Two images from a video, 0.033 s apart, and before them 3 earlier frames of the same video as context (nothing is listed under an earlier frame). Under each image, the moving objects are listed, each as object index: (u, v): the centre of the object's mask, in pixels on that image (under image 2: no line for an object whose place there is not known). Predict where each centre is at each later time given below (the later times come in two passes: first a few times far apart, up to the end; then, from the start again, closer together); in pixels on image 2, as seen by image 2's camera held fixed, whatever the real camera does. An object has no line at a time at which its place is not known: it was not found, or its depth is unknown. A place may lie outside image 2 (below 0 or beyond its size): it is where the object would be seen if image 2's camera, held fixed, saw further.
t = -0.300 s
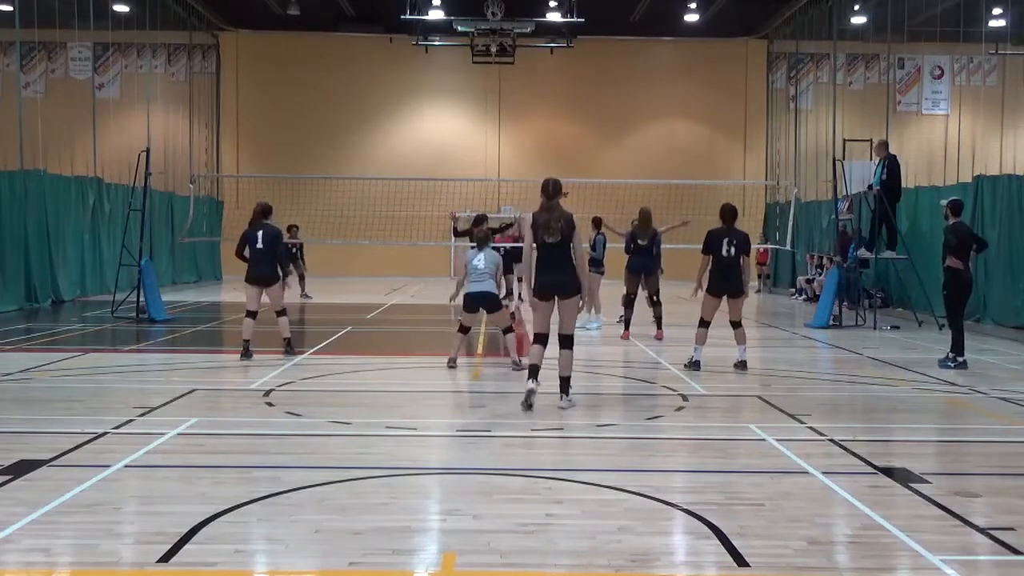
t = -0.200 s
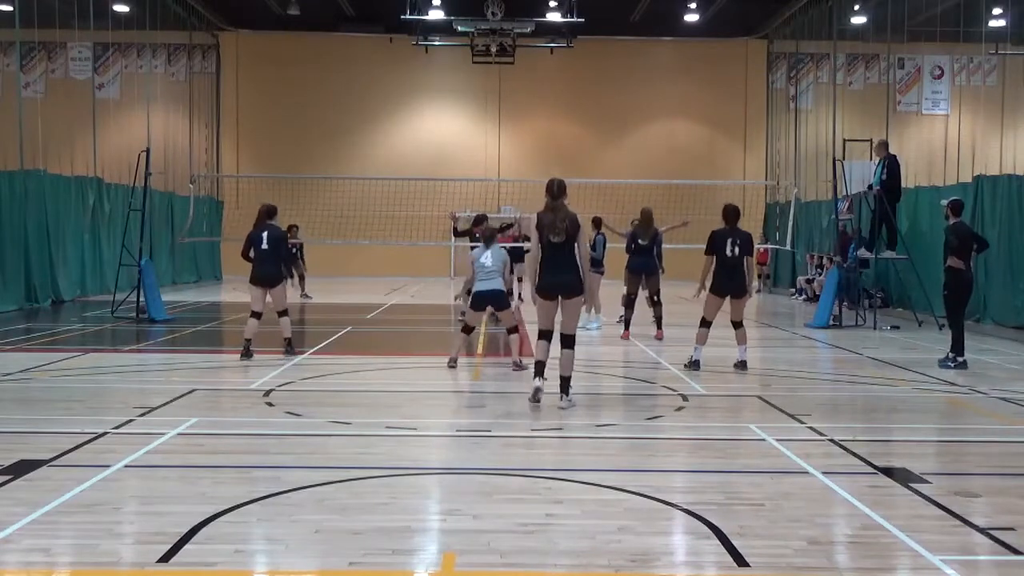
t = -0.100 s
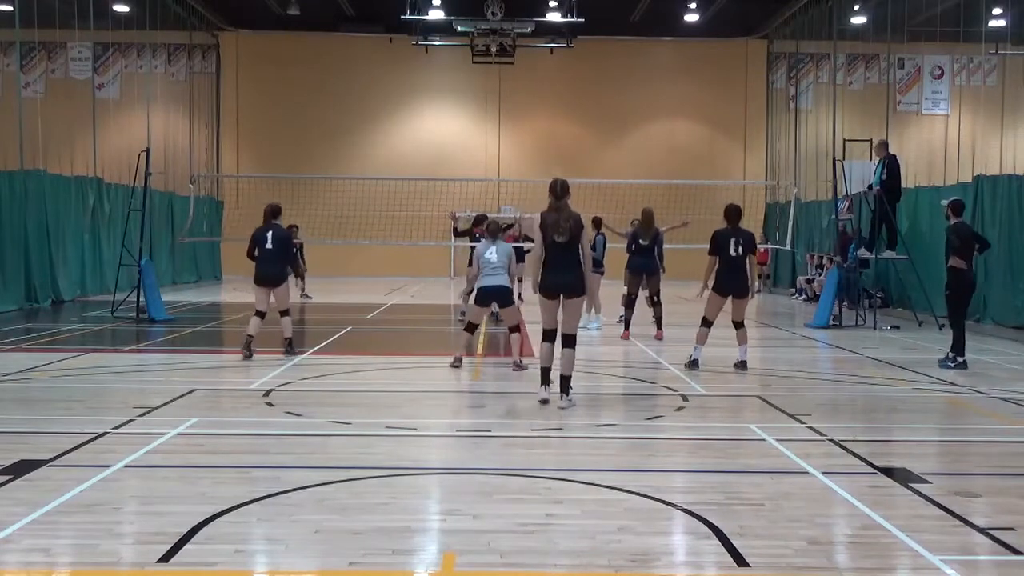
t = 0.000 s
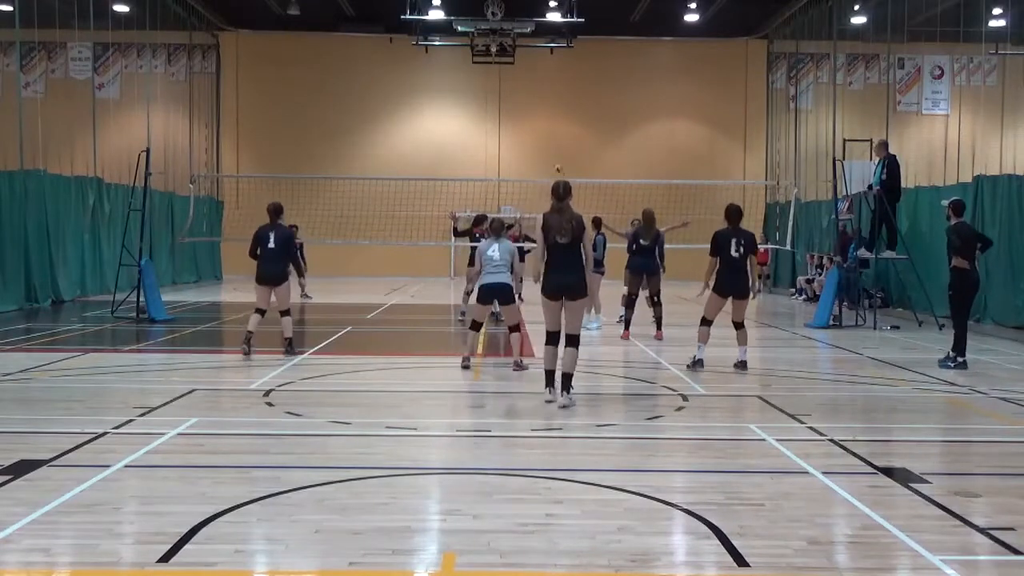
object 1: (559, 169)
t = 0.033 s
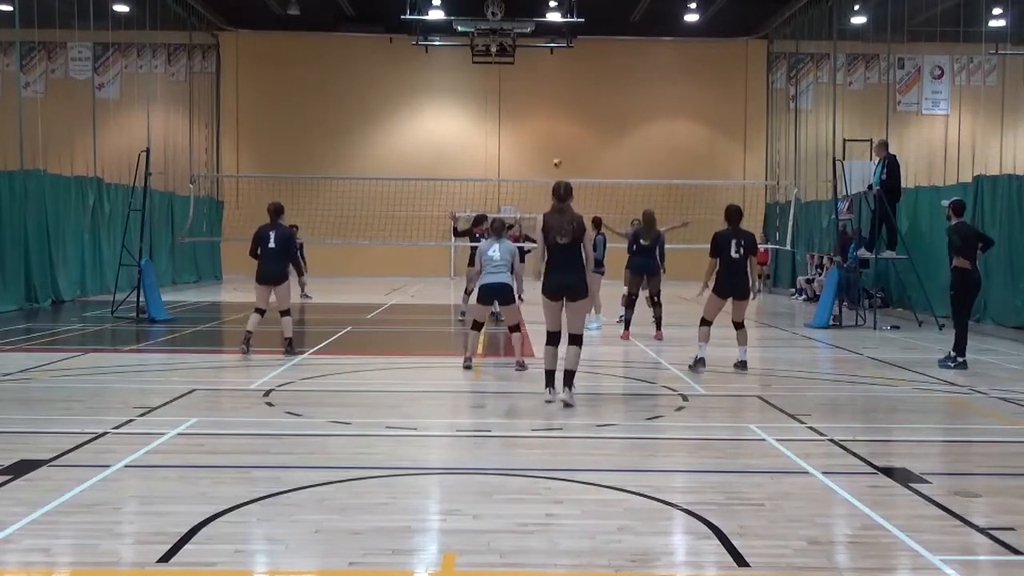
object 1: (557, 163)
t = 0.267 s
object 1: (542, 135)
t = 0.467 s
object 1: (524, 130)
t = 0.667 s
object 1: (501, 152)
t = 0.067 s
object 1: (555, 158)
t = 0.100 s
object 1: (554, 152)
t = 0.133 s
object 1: (552, 148)
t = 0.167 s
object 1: (550, 143)
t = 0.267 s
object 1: (542, 135)
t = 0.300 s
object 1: (540, 133)
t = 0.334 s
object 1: (538, 131)
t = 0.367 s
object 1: (535, 129)
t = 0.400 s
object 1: (531, 129)
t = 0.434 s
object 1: (528, 129)
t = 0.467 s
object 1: (524, 130)
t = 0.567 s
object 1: (514, 137)
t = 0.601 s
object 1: (510, 141)
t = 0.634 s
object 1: (506, 145)
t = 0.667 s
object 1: (501, 152)
